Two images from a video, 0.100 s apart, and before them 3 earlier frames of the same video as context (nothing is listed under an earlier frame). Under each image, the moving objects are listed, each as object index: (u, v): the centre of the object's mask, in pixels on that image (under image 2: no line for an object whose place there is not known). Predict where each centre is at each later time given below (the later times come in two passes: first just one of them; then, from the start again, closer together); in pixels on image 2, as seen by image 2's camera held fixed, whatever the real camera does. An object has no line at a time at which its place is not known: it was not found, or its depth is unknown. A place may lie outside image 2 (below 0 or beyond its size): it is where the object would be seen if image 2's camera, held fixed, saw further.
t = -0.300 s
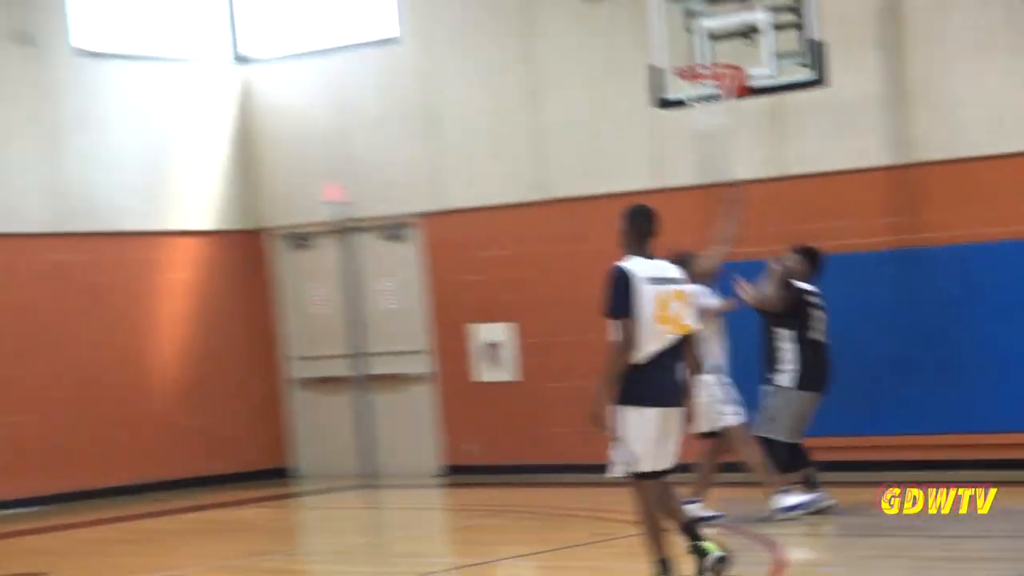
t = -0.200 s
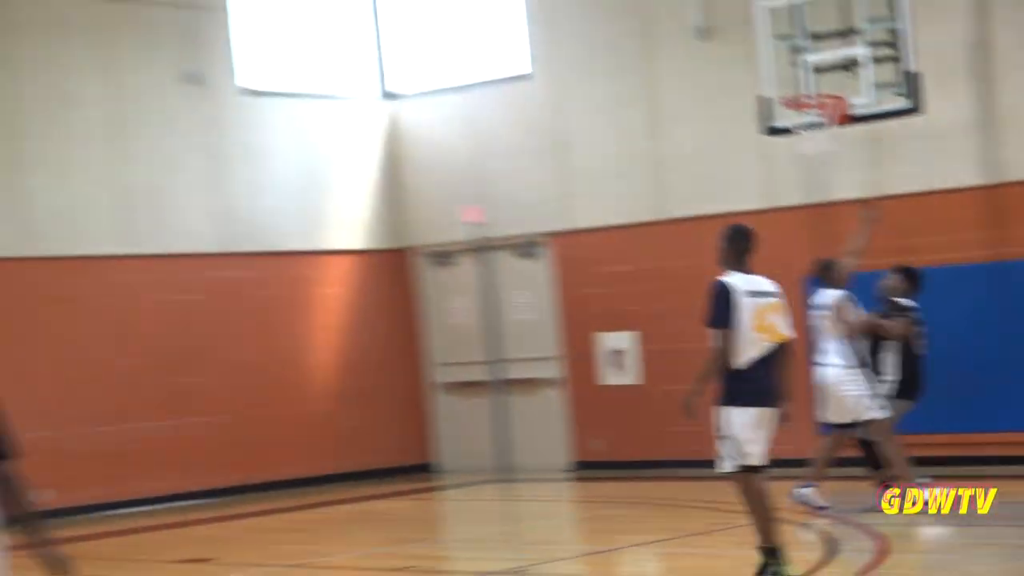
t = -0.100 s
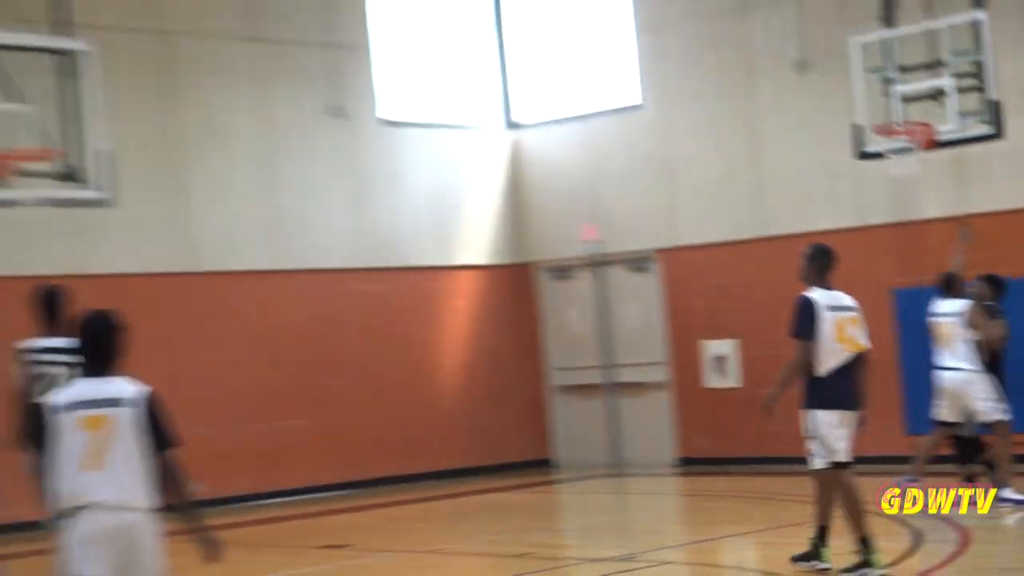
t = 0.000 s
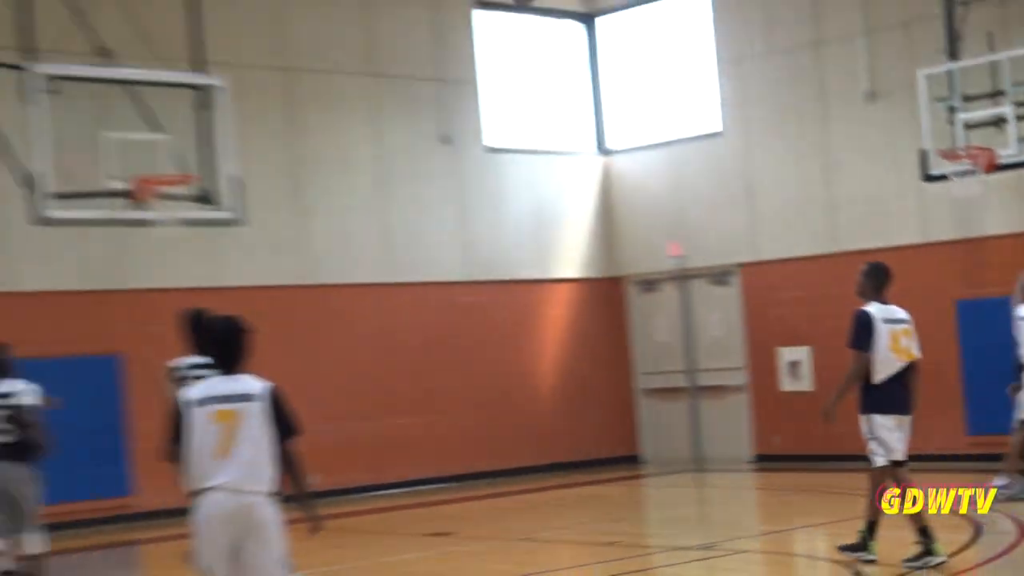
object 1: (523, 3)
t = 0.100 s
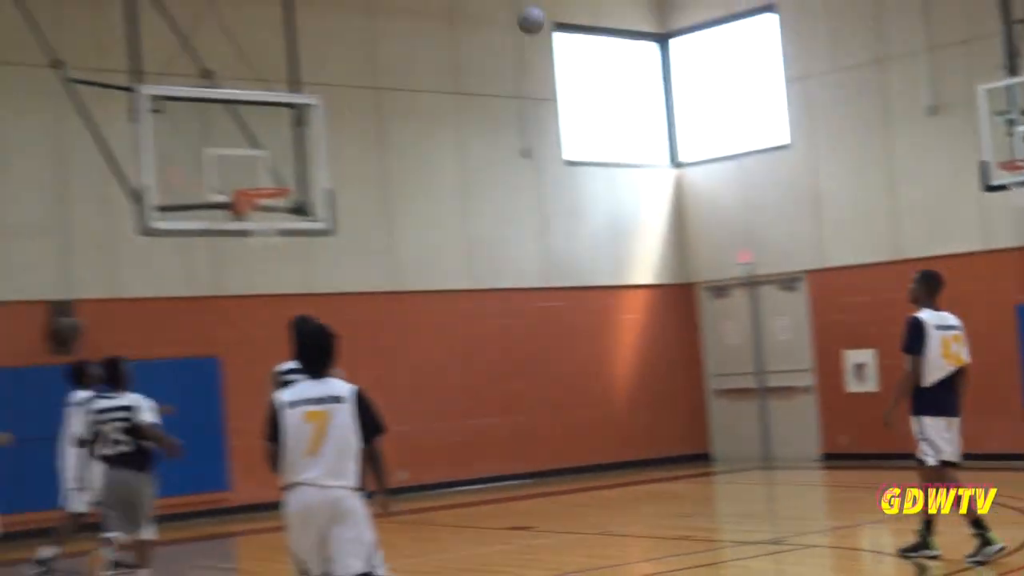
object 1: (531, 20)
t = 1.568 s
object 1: (556, 269)
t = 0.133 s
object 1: (507, 26)
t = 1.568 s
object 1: (556, 269)
